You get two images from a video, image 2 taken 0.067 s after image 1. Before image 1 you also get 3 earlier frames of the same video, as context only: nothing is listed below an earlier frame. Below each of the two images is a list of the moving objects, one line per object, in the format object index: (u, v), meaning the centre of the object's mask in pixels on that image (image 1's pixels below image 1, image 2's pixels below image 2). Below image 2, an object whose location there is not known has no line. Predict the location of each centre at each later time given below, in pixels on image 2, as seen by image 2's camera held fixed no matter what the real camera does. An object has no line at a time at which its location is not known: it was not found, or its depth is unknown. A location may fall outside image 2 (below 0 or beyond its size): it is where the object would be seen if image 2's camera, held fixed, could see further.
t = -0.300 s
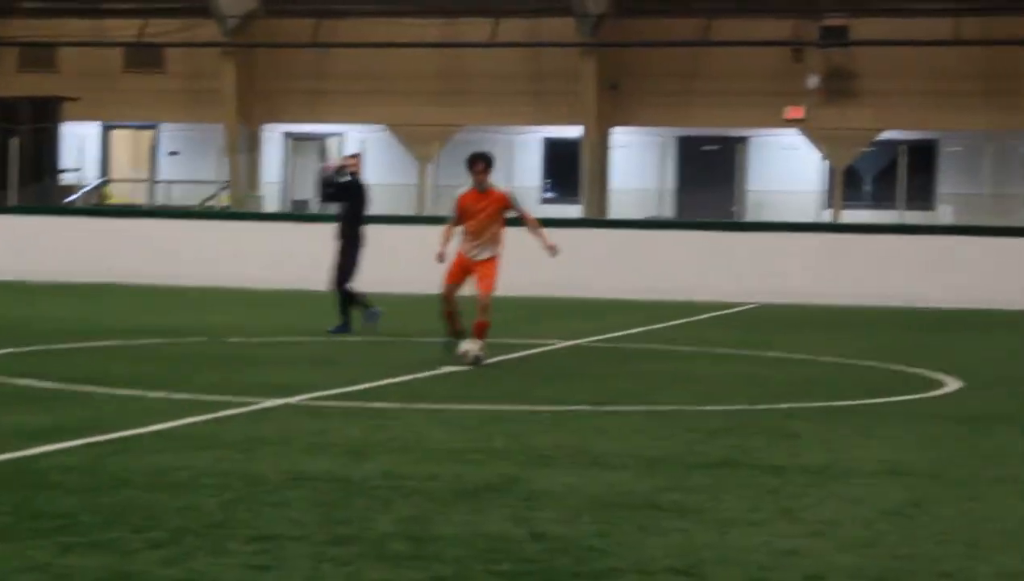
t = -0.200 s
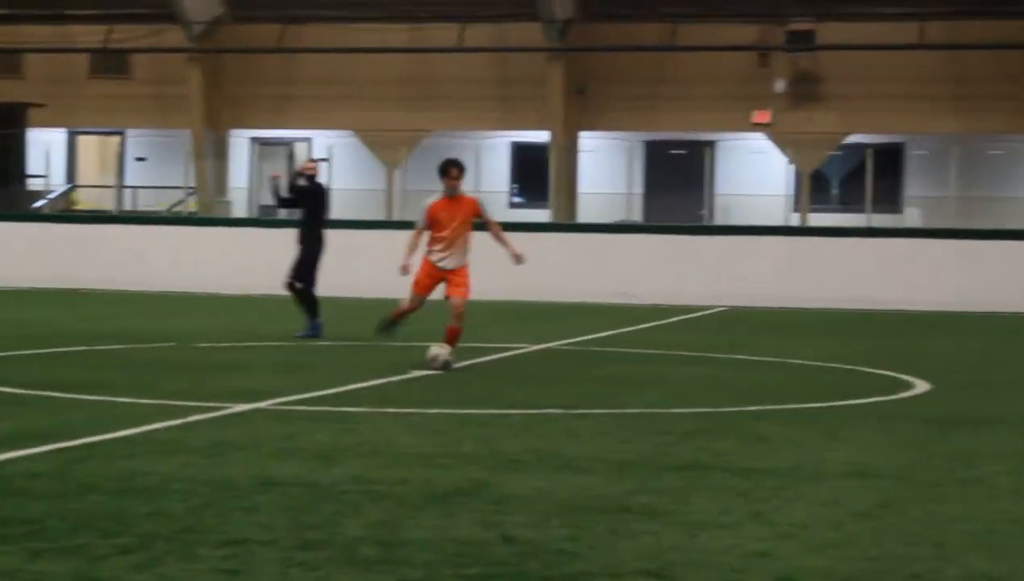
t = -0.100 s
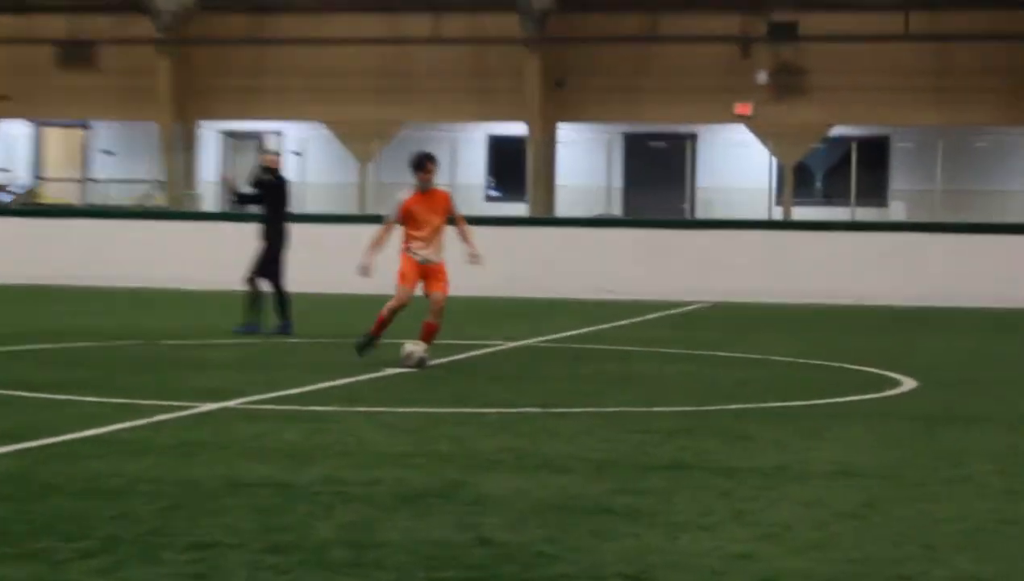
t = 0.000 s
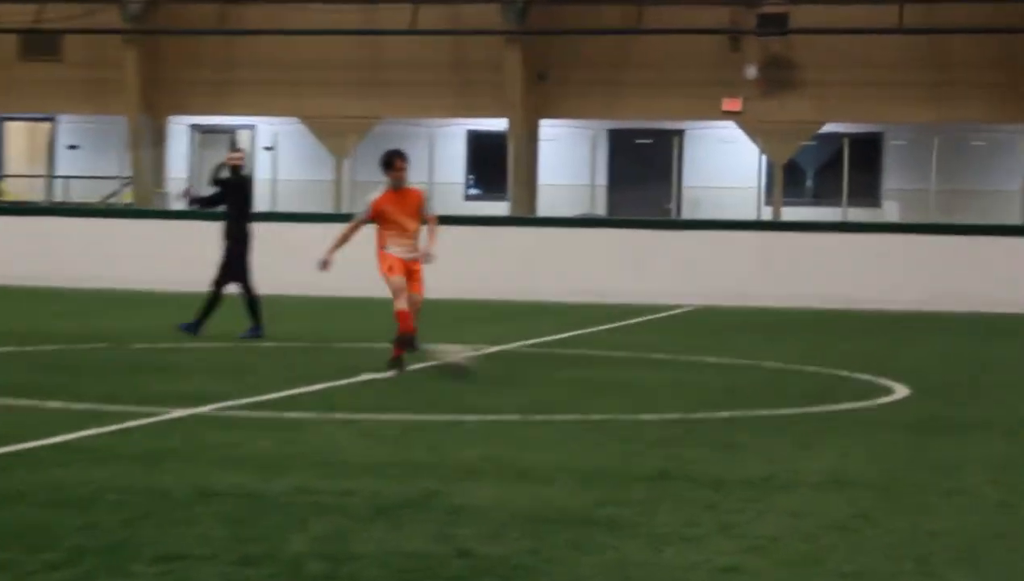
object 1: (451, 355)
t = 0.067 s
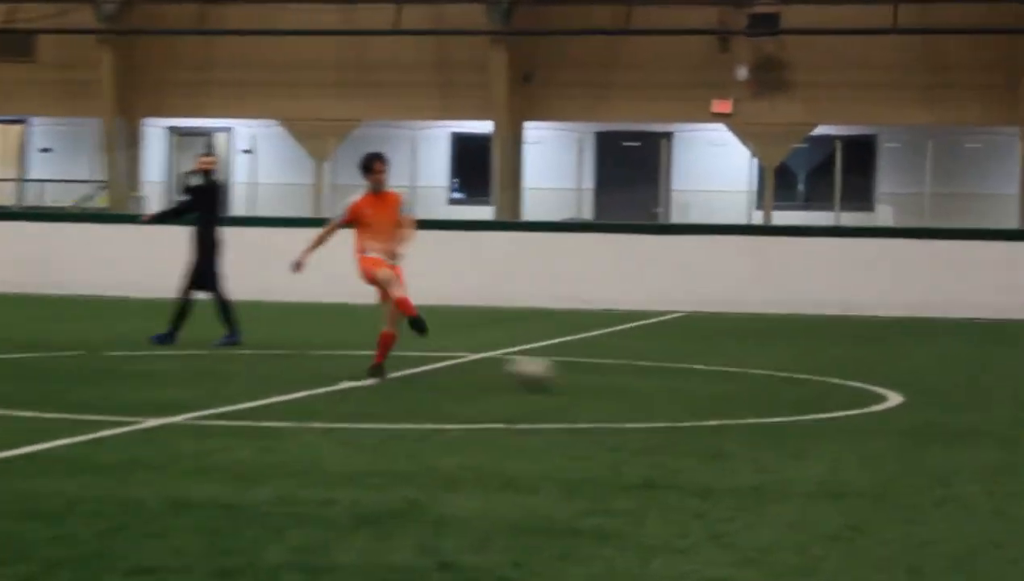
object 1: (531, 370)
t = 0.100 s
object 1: (580, 378)
